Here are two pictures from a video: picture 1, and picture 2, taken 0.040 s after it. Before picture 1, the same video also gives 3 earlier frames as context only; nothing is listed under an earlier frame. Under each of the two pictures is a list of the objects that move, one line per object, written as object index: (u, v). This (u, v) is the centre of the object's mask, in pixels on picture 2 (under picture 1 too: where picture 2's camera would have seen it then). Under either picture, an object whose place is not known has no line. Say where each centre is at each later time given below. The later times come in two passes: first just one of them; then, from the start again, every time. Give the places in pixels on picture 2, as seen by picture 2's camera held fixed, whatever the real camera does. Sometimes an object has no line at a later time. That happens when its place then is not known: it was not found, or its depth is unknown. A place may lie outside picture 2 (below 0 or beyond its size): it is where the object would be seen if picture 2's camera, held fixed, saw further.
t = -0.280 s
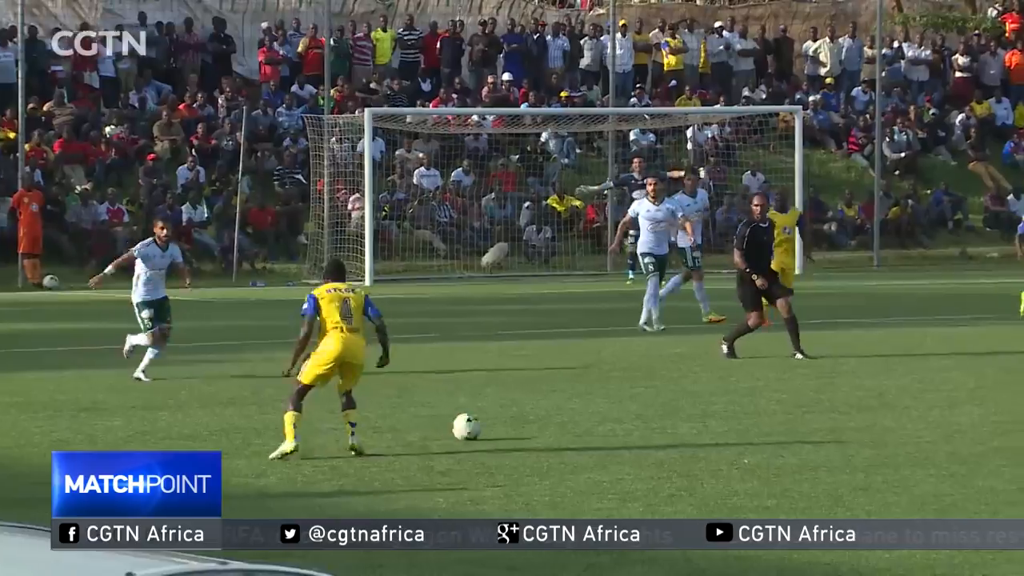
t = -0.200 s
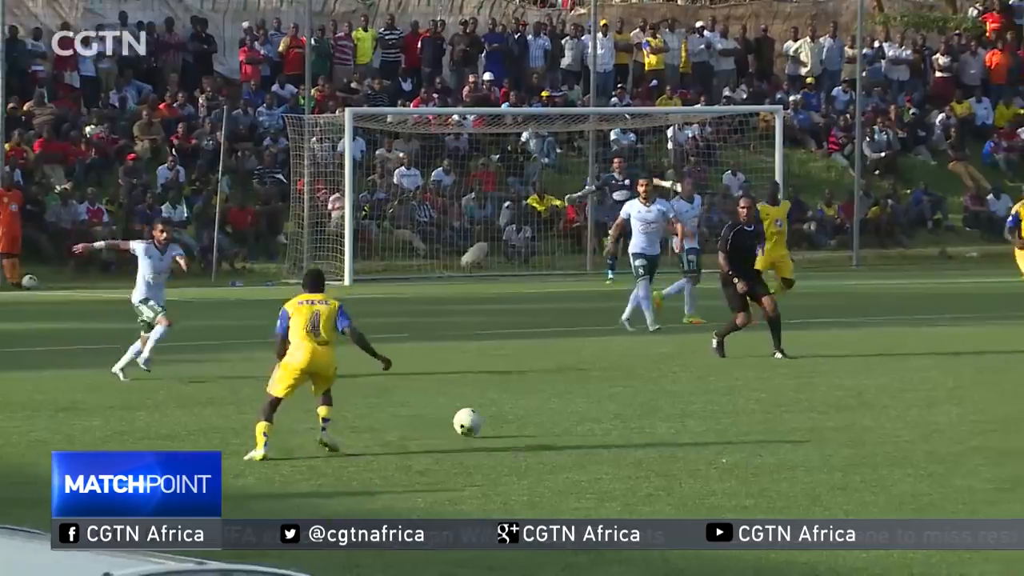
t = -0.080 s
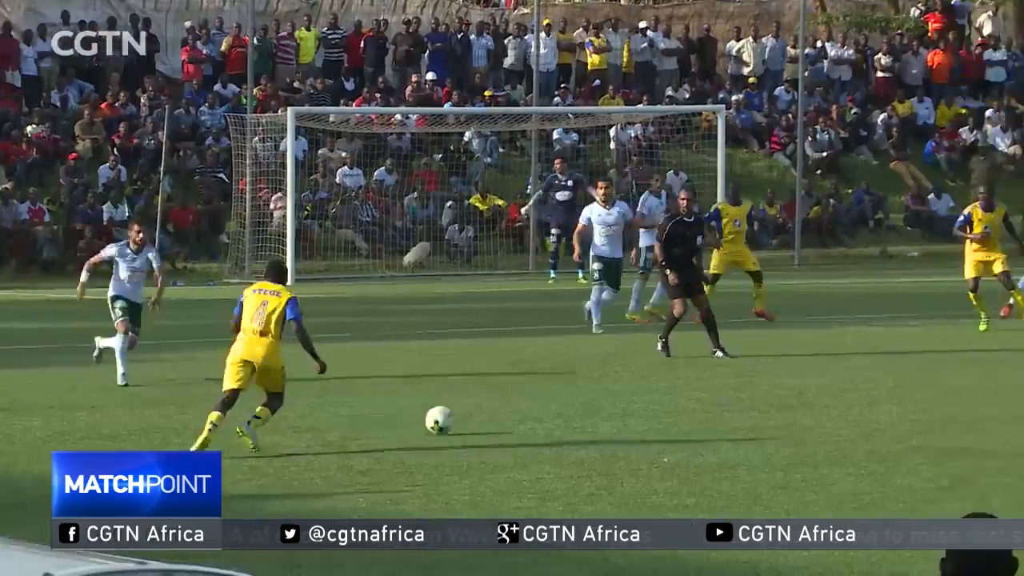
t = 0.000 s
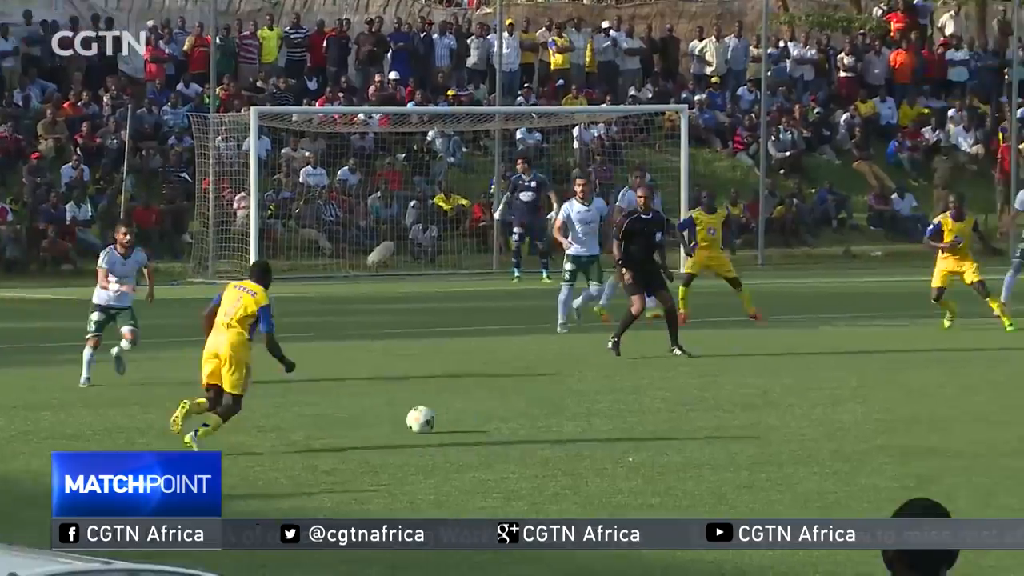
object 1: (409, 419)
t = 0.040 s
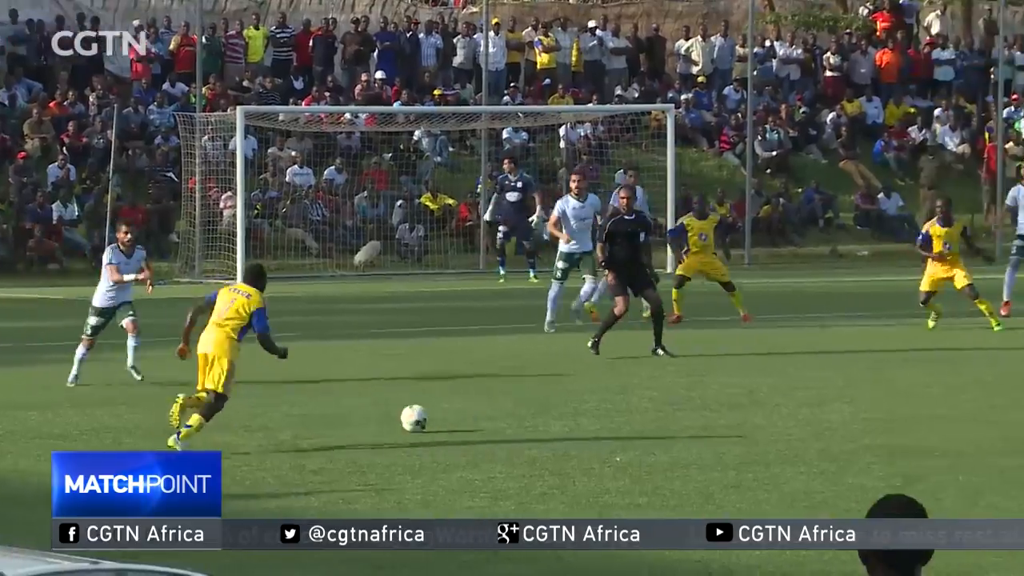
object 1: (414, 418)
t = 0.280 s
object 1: (442, 416)
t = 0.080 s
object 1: (419, 418)
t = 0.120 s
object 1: (425, 418)
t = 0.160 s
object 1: (429, 417)
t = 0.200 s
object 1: (434, 417)
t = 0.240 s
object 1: (439, 416)
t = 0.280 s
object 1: (442, 416)
